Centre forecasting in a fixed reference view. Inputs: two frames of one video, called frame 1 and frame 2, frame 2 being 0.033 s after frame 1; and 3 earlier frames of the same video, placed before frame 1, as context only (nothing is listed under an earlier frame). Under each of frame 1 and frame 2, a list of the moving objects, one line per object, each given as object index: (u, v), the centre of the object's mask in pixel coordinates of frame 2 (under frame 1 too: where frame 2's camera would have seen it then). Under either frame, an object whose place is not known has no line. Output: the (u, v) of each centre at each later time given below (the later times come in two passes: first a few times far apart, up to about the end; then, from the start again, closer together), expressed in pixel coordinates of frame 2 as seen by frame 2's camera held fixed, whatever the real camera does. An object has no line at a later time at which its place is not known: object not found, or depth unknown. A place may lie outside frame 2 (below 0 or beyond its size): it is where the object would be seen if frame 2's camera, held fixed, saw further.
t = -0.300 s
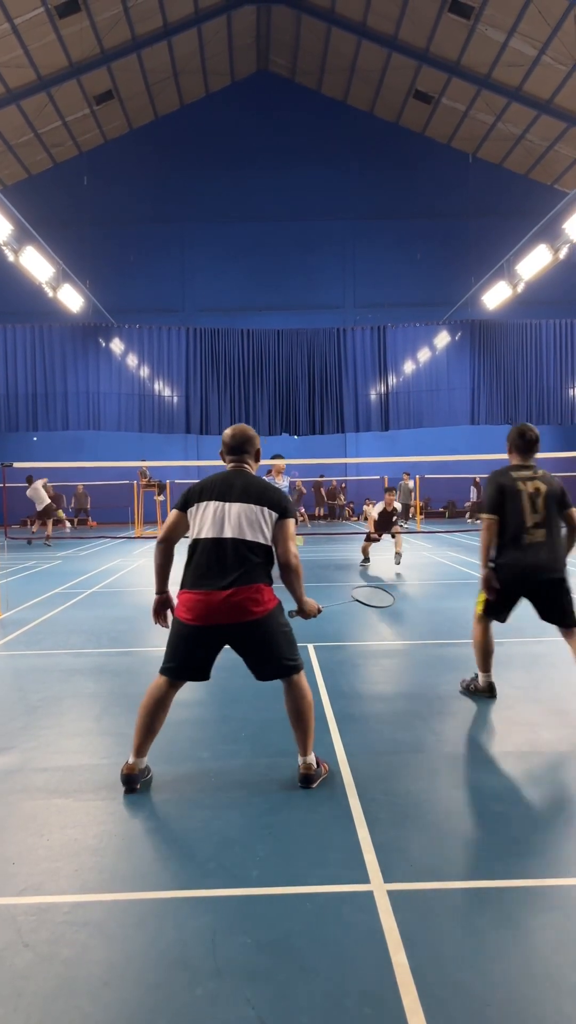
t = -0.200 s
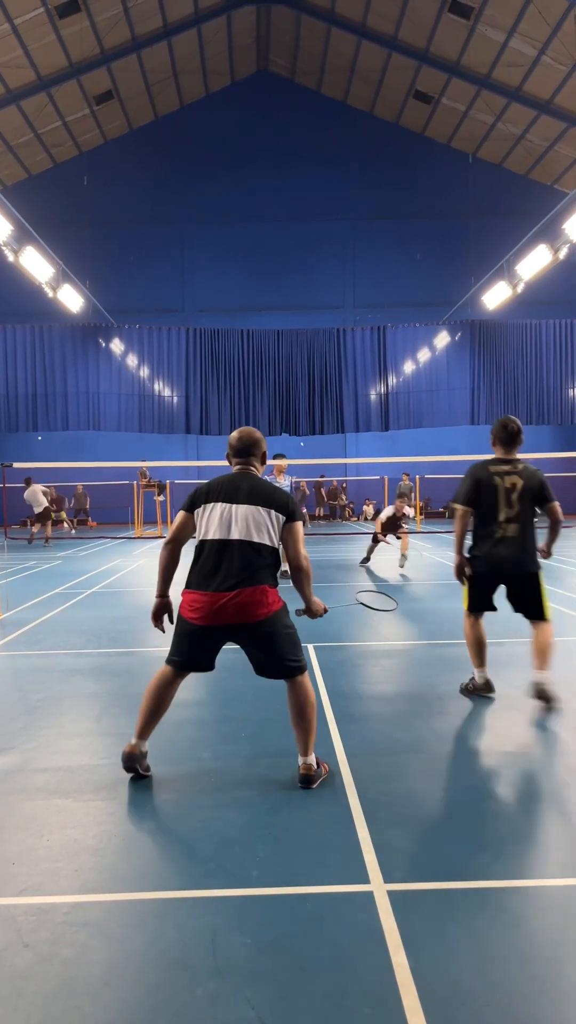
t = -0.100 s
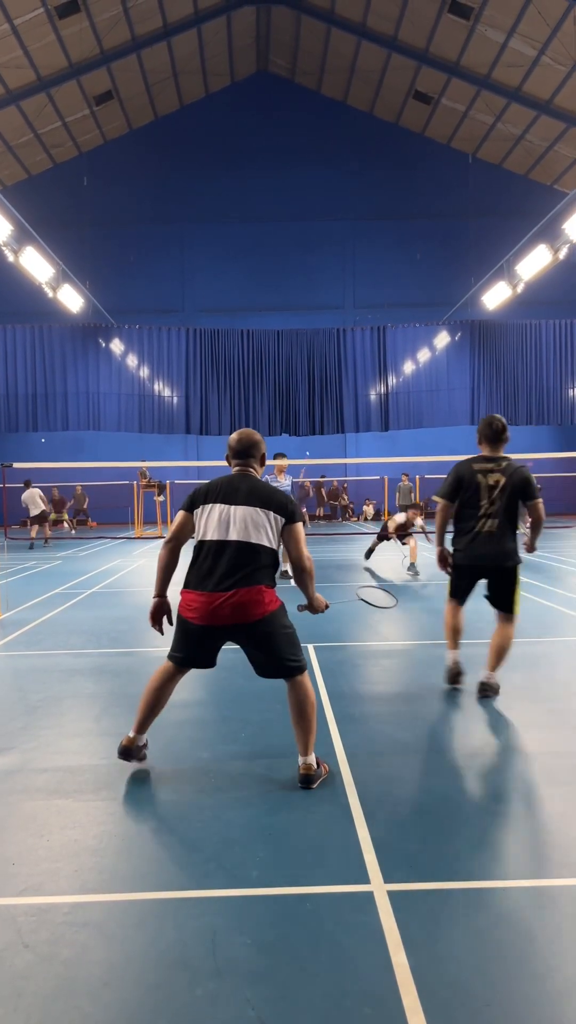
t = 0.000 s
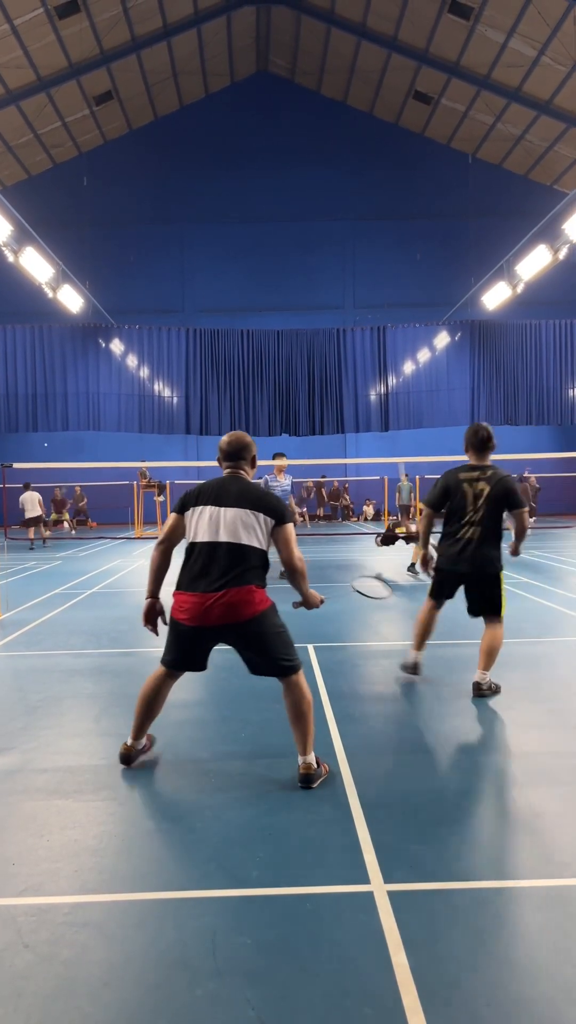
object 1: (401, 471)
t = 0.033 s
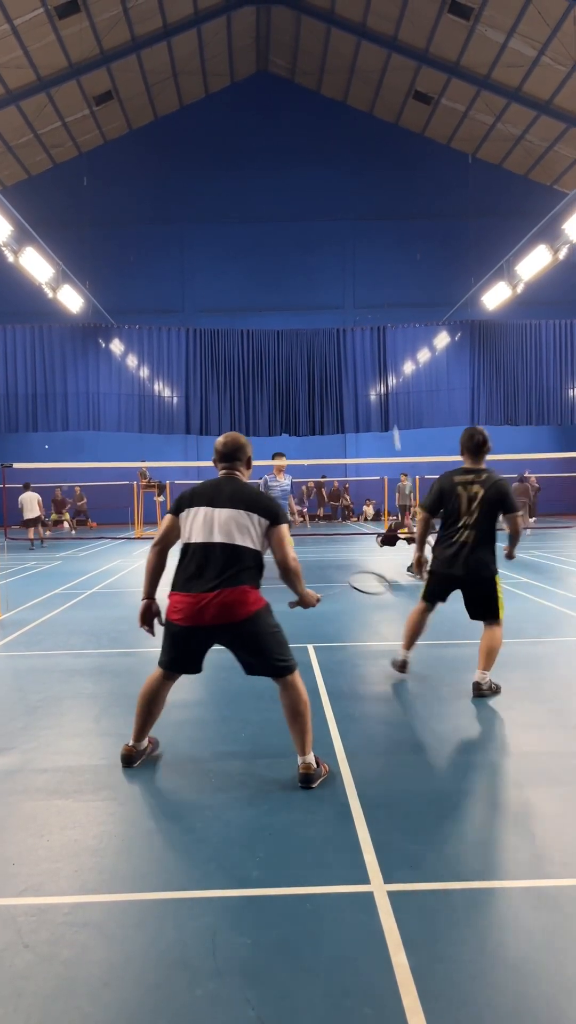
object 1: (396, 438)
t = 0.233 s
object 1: (373, 272)
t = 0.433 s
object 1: (352, 161)
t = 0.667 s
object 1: (327, 91)
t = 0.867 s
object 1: (304, 90)
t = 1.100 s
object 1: (276, 174)
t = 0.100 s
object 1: (388, 375)
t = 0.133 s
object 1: (384, 348)
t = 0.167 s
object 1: (380, 321)
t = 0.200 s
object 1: (377, 296)
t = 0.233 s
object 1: (373, 272)
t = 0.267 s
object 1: (369, 251)
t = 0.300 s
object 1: (365, 230)
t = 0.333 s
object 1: (362, 211)
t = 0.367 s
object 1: (358, 193)
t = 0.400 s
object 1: (355, 177)
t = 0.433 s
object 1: (352, 161)
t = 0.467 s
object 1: (348, 148)
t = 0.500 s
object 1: (345, 135)
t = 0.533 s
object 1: (341, 124)
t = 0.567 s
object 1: (338, 114)
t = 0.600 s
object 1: (334, 105)
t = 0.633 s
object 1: (331, 98)
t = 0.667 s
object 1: (327, 91)
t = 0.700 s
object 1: (324, 87)
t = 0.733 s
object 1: (320, 84)
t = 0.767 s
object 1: (316, 83)
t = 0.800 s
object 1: (313, 84)
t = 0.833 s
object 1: (308, 86)
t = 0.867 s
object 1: (304, 90)
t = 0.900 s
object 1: (299, 96)
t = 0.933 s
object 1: (295, 104)
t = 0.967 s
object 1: (291, 114)
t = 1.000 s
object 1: (287, 126)
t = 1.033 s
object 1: (283, 140)
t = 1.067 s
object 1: (279, 156)
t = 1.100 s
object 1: (276, 174)
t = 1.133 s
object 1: (272, 194)
